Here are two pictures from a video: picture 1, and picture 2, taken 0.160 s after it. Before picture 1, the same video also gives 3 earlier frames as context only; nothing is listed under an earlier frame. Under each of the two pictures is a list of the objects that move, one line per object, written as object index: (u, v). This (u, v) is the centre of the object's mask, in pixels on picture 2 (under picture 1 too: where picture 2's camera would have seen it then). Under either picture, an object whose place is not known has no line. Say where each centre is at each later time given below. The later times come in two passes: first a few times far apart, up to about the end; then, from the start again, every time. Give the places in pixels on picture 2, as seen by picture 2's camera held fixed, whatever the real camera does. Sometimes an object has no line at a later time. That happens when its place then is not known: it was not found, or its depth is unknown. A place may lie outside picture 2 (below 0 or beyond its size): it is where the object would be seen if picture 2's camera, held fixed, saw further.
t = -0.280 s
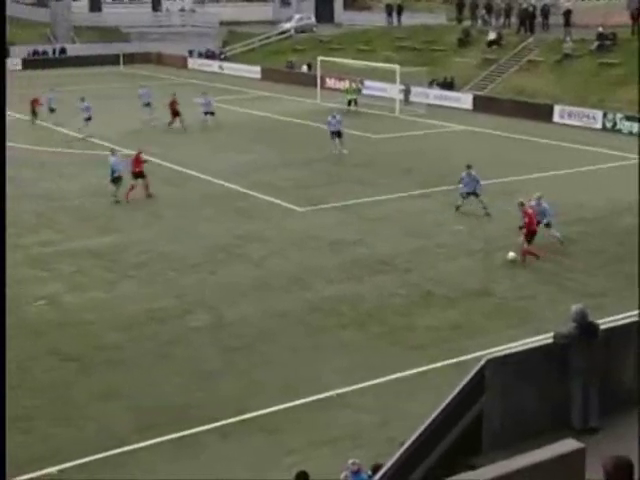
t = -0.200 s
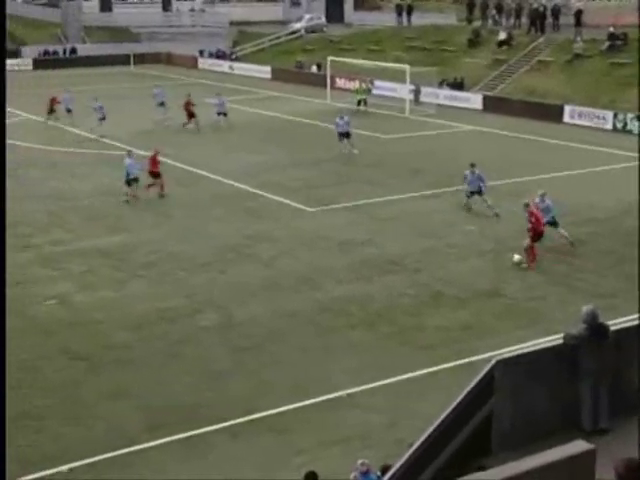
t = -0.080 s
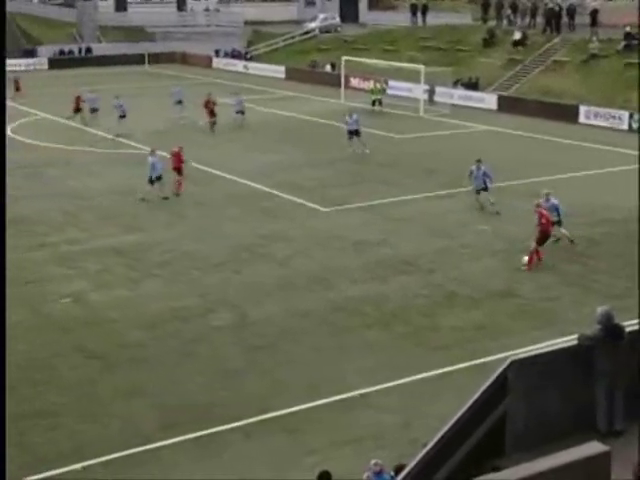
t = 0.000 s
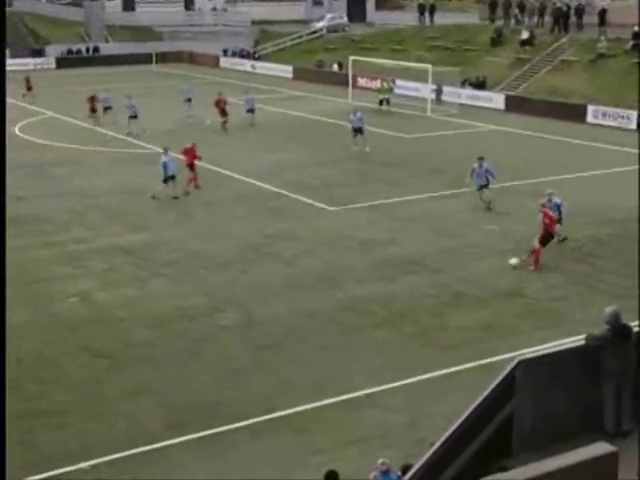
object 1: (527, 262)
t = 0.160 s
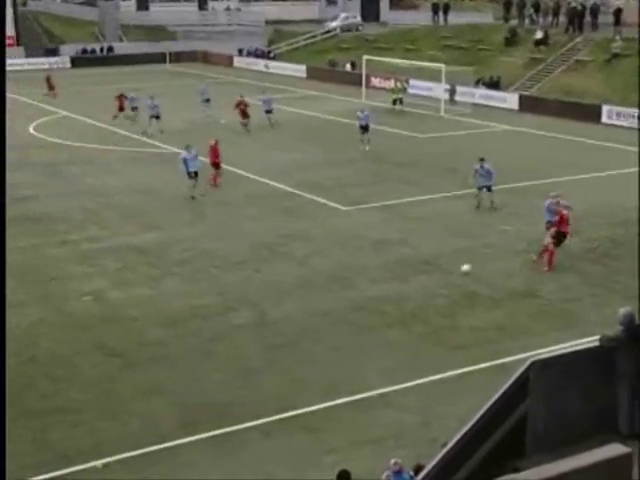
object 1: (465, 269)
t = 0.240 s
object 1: (435, 272)
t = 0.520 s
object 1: (337, 282)
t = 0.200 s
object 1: (450, 270)
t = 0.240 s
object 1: (435, 272)
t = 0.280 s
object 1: (420, 274)
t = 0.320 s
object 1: (406, 275)
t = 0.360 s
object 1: (392, 277)
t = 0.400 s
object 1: (378, 279)
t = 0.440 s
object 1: (364, 279)
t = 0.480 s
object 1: (350, 280)
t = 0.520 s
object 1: (337, 282)
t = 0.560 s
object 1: (324, 283)
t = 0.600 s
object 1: (311, 285)
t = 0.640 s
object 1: (298, 286)
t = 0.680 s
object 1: (286, 288)
